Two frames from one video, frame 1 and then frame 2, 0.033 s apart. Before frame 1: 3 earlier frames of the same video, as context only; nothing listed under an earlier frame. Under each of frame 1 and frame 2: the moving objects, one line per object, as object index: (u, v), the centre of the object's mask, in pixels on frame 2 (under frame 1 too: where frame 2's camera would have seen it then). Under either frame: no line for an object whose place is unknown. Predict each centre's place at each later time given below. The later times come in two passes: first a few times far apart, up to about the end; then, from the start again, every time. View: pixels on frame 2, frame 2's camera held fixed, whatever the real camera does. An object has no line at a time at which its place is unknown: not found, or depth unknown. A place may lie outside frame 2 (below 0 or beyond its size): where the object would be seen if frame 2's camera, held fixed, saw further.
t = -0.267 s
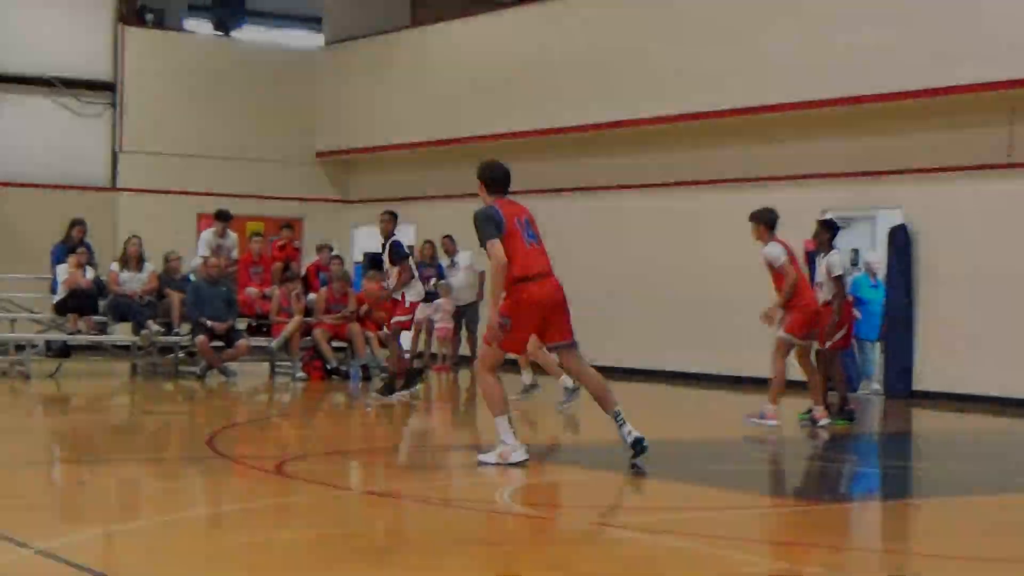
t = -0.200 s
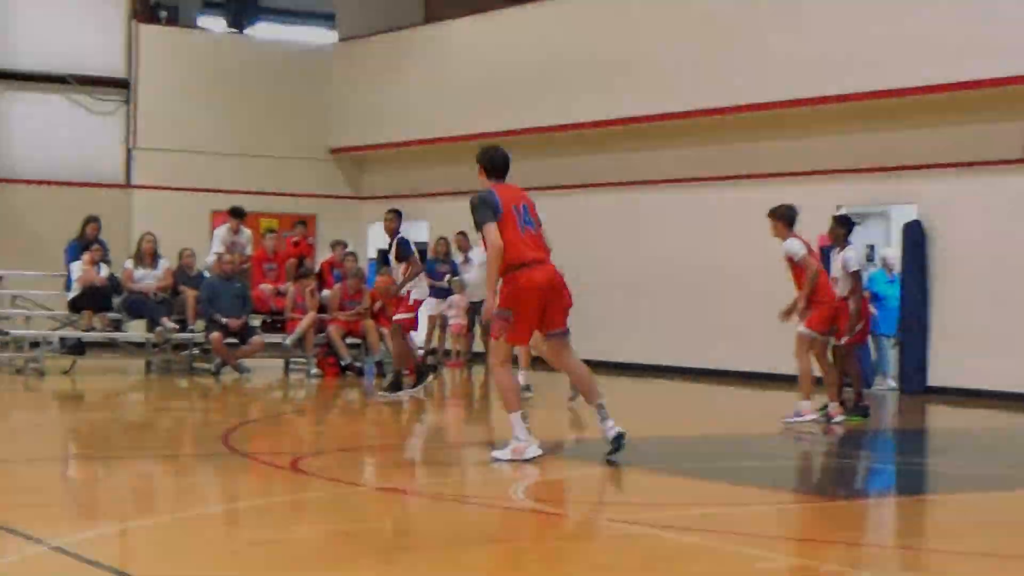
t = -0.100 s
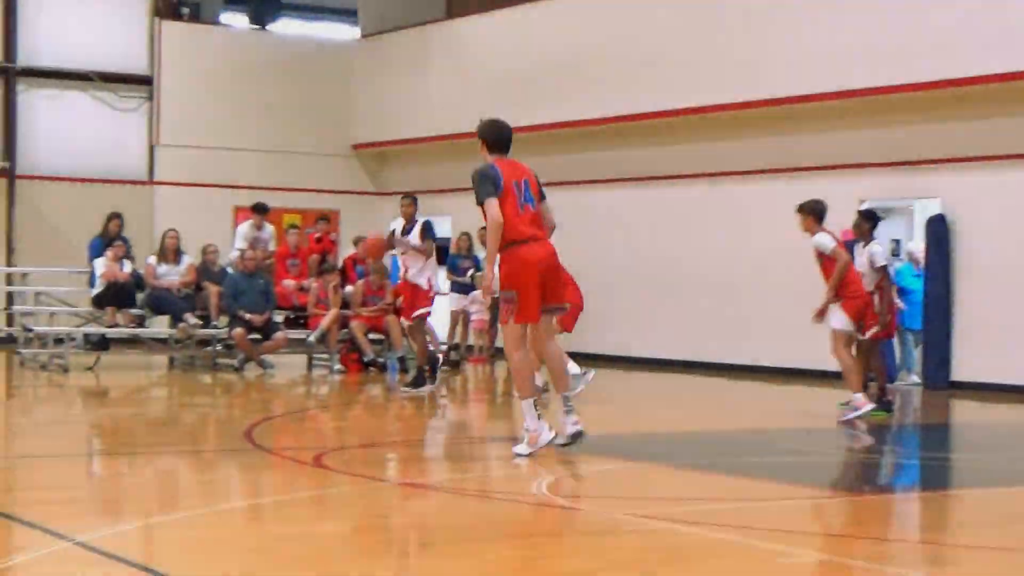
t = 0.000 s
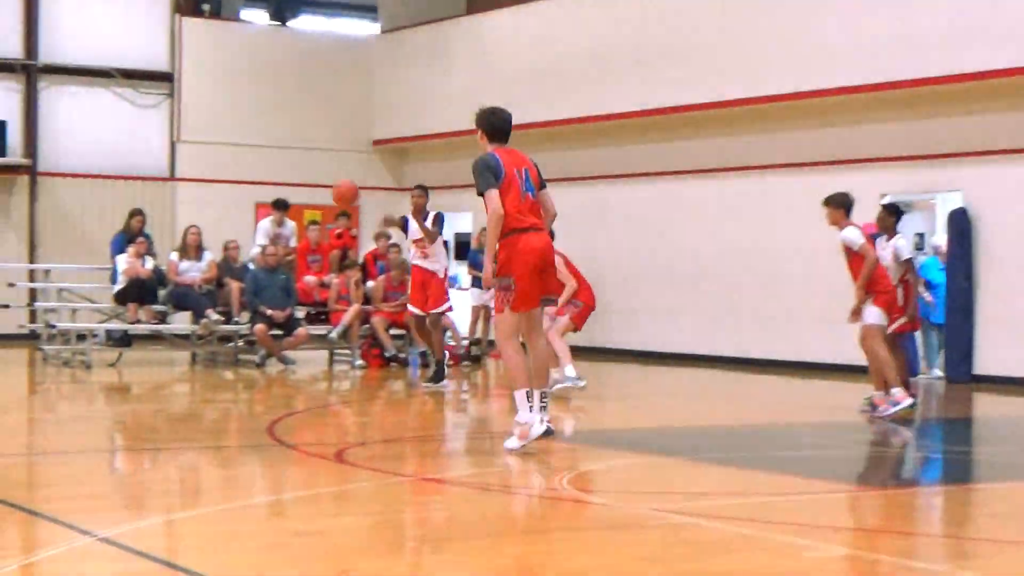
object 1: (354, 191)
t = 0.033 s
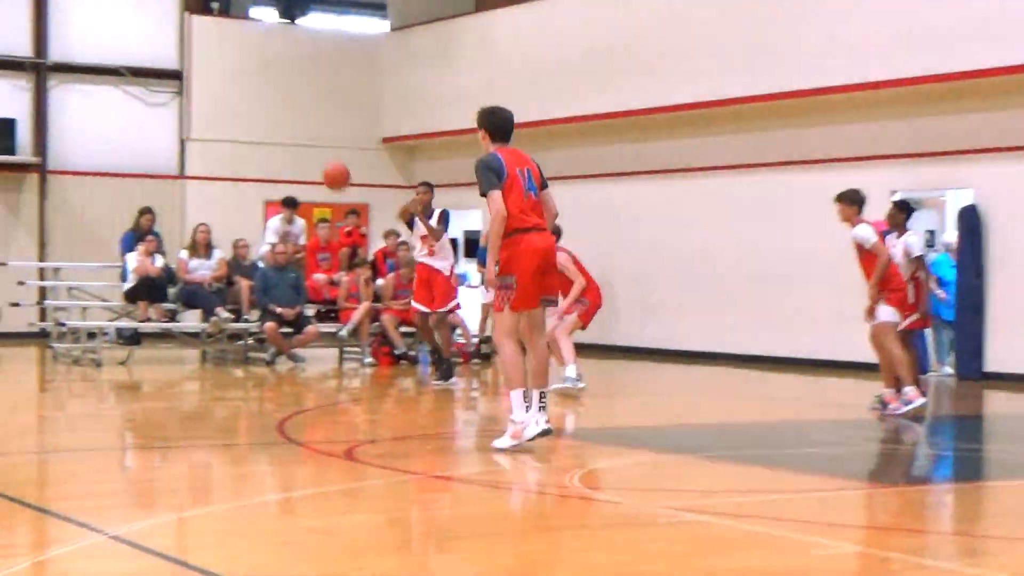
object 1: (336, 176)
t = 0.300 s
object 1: (155, 76)
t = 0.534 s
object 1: (-82, 29)
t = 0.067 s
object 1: (316, 161)
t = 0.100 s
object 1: (296, 147)
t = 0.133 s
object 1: (275, 134)
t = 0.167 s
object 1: (253, 121)
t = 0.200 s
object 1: (230, 109)
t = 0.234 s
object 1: (206, 97)
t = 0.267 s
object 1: (181, 86)
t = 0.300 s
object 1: (155, 76)
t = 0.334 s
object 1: (127, 66)
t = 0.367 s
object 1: (97, 57)
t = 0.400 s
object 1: (65, 50)
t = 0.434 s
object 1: (32, 43)
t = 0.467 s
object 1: (-4, 37)
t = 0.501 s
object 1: (-42, 32)
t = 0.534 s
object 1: (-82, 29)
